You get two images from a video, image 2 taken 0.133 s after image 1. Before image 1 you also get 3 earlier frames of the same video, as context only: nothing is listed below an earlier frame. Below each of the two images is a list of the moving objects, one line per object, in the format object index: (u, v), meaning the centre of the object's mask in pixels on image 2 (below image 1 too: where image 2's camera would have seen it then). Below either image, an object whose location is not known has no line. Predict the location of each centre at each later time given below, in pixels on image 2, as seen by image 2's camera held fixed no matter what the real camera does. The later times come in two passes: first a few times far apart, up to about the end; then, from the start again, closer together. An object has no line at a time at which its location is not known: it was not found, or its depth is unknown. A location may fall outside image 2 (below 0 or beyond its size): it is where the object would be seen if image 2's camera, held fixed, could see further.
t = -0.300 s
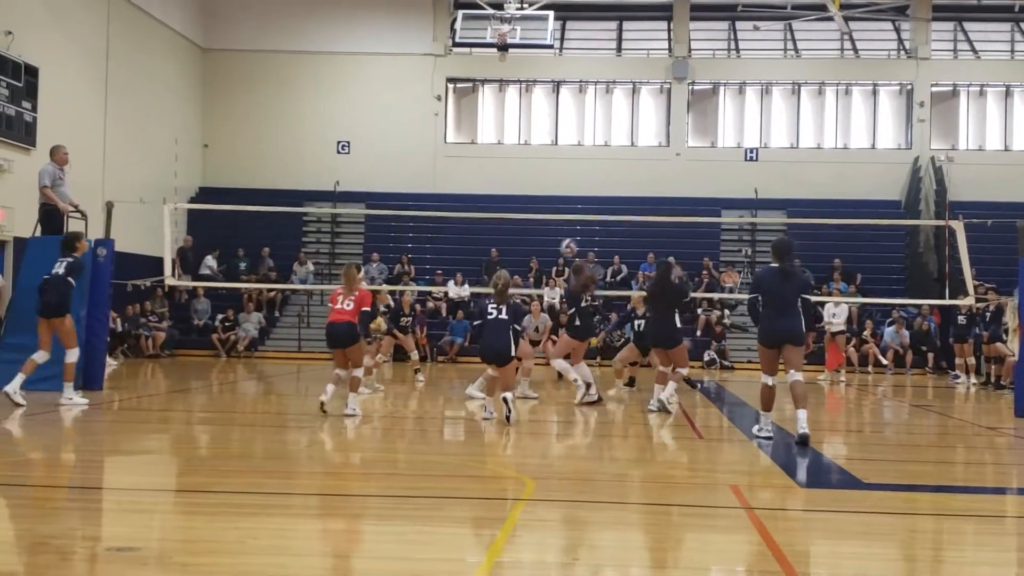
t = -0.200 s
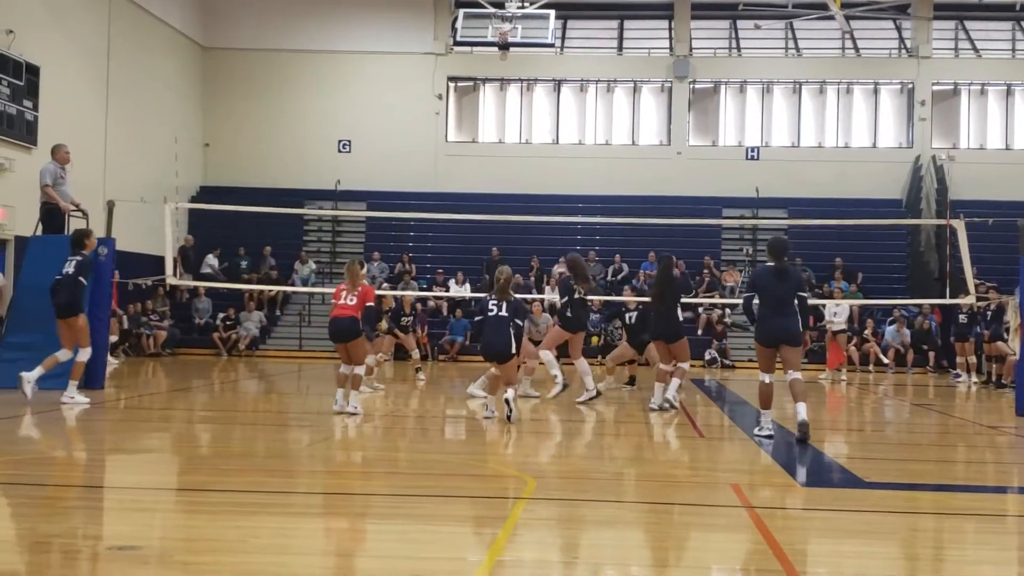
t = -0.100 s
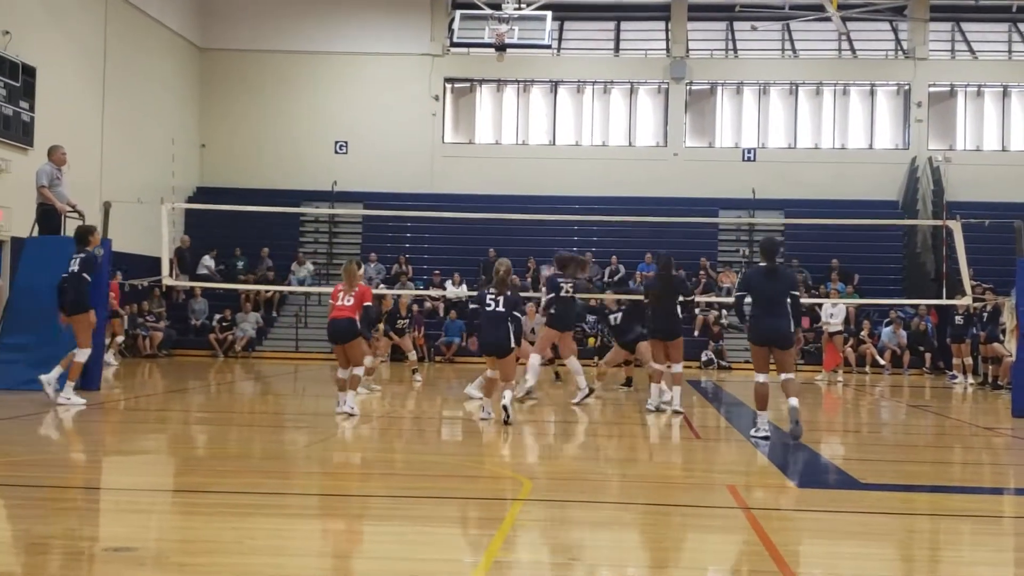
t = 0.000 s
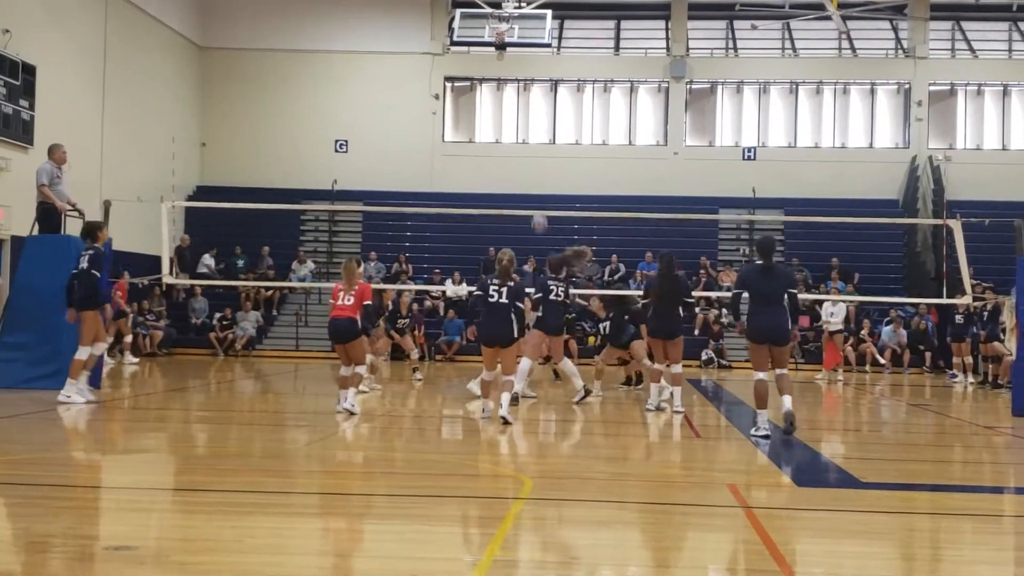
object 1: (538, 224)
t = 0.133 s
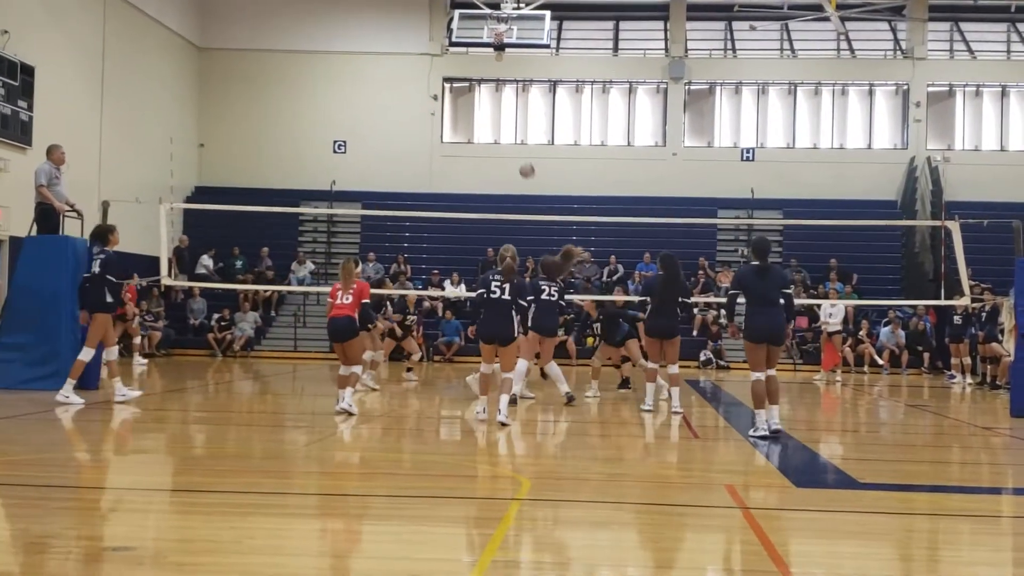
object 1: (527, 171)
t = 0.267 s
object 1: (517, 134)
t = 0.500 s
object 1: (497, 104)
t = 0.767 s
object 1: (476, 118)
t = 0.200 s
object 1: (521, 150)
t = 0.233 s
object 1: (519, 141)
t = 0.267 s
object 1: (517, 134)
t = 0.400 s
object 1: (505, 111)
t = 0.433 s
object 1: (502, 108)
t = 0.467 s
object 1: (500, 106)
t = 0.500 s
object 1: (497, 104)
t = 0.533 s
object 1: (494, 103)
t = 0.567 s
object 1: (492, 103)
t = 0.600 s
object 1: (490, 103)
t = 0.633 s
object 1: (487, 105)
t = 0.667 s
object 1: (485, 107)
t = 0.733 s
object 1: (479, 113)
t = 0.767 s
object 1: (476, 118)
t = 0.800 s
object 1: (474, 123)
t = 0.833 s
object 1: (472, 129)
